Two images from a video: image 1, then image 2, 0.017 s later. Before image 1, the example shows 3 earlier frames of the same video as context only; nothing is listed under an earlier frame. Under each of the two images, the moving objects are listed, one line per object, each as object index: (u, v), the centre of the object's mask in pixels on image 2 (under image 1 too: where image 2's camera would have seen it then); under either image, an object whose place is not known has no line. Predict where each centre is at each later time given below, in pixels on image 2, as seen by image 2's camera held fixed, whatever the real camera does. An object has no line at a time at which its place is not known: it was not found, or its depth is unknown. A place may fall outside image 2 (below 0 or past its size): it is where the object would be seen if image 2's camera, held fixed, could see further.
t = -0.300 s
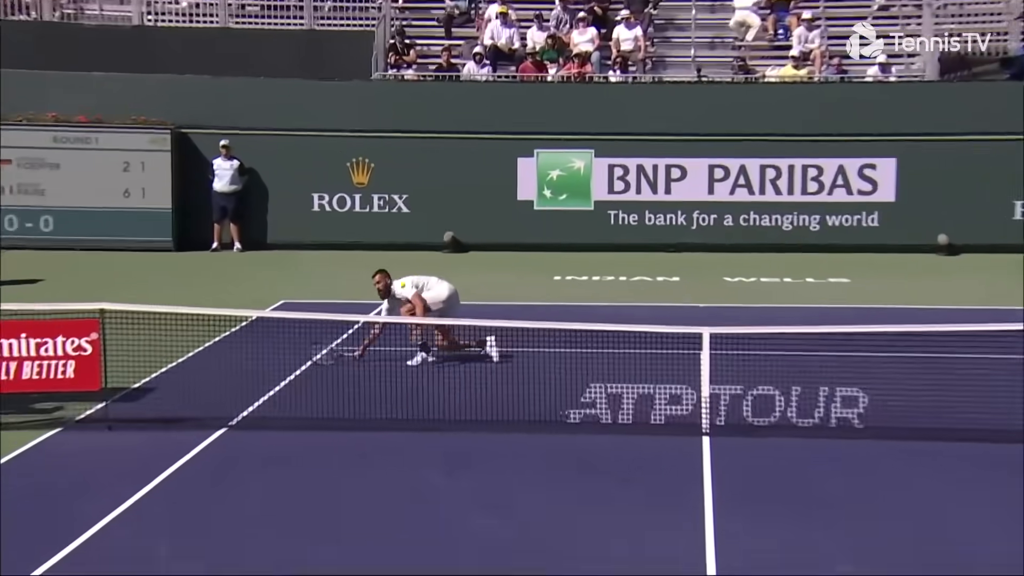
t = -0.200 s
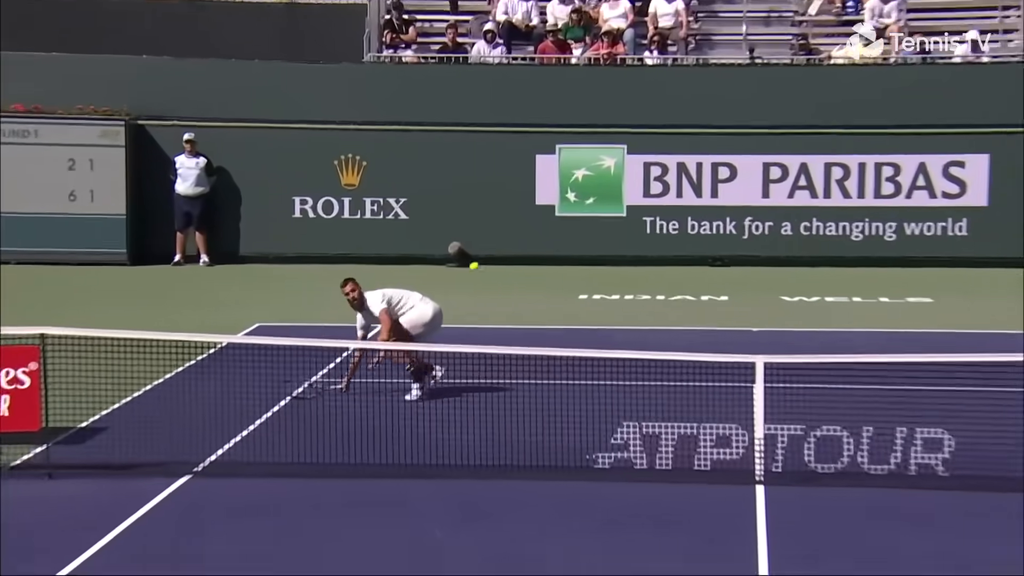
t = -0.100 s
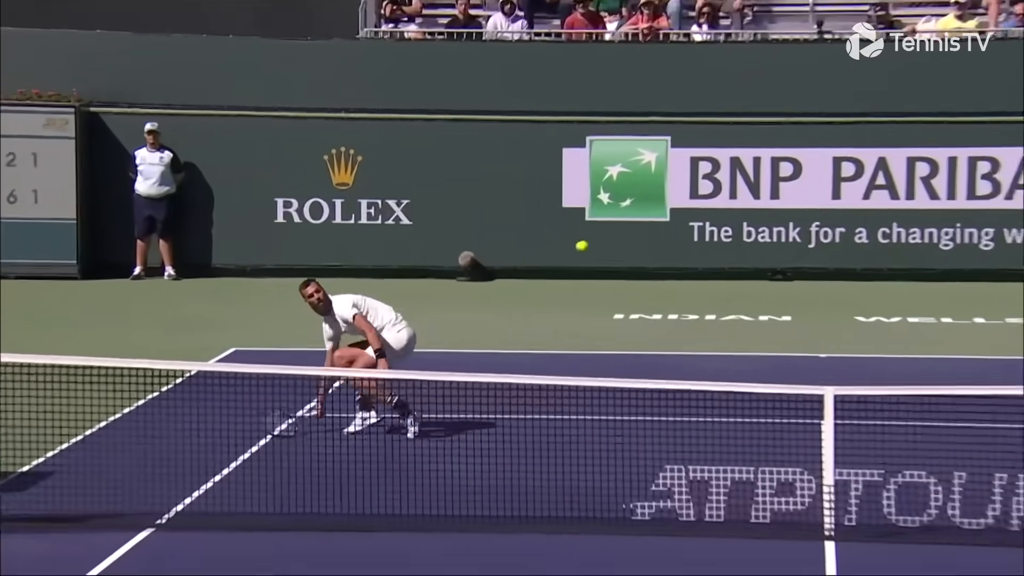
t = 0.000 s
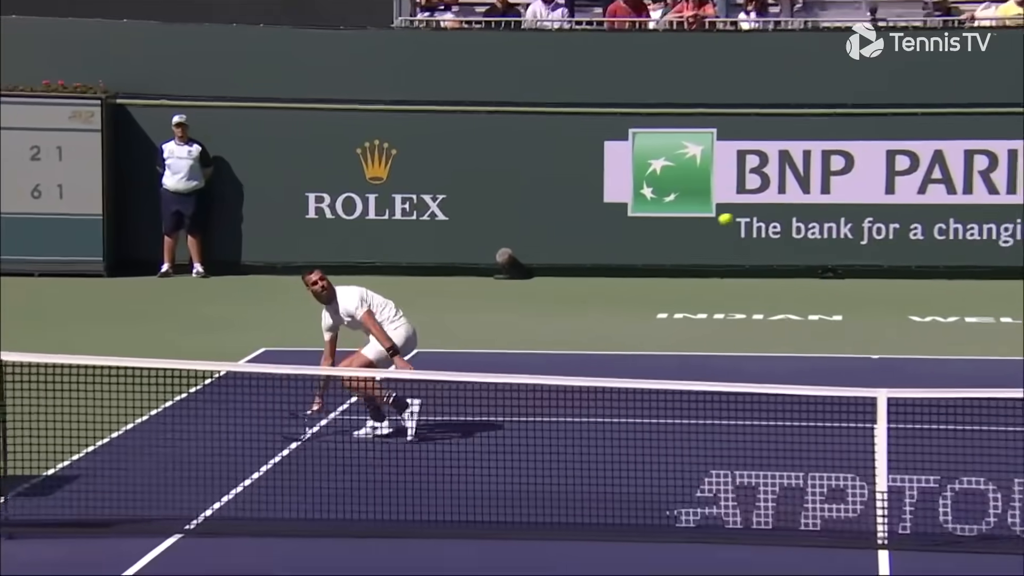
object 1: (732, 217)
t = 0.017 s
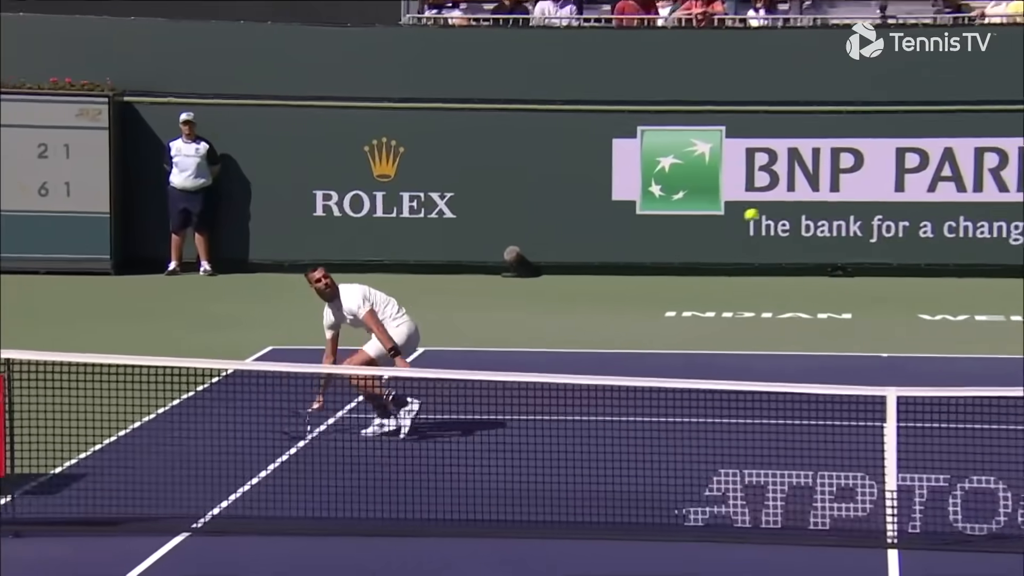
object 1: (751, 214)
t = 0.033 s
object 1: (771, 211)
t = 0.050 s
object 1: (790, 209)
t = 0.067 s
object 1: (809, 207)
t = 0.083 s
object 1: (828, 206)
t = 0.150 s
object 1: (904, 204)
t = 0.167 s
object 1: (921, 205)
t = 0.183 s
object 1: (939, 206)
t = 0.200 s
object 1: (955, 208)
